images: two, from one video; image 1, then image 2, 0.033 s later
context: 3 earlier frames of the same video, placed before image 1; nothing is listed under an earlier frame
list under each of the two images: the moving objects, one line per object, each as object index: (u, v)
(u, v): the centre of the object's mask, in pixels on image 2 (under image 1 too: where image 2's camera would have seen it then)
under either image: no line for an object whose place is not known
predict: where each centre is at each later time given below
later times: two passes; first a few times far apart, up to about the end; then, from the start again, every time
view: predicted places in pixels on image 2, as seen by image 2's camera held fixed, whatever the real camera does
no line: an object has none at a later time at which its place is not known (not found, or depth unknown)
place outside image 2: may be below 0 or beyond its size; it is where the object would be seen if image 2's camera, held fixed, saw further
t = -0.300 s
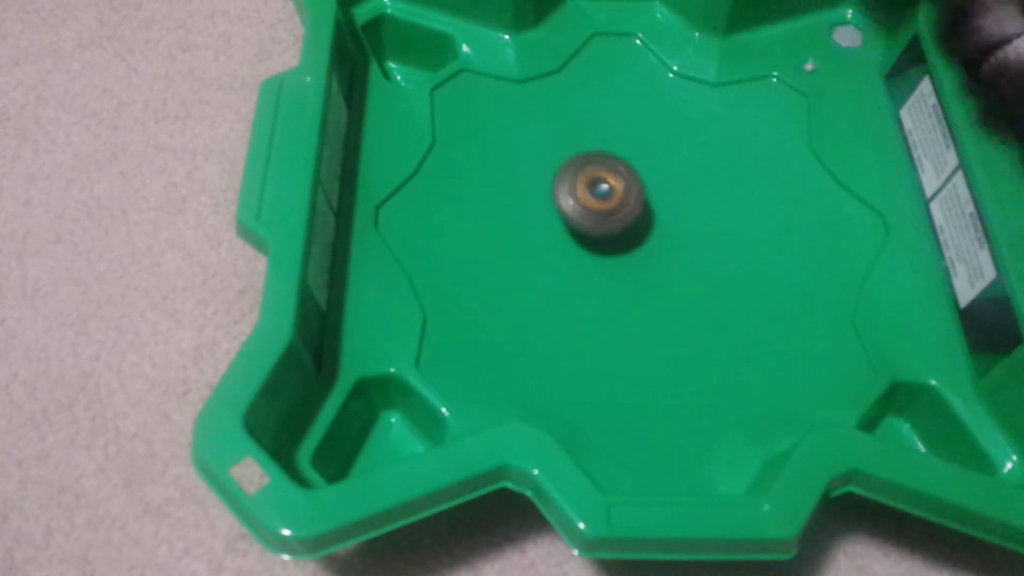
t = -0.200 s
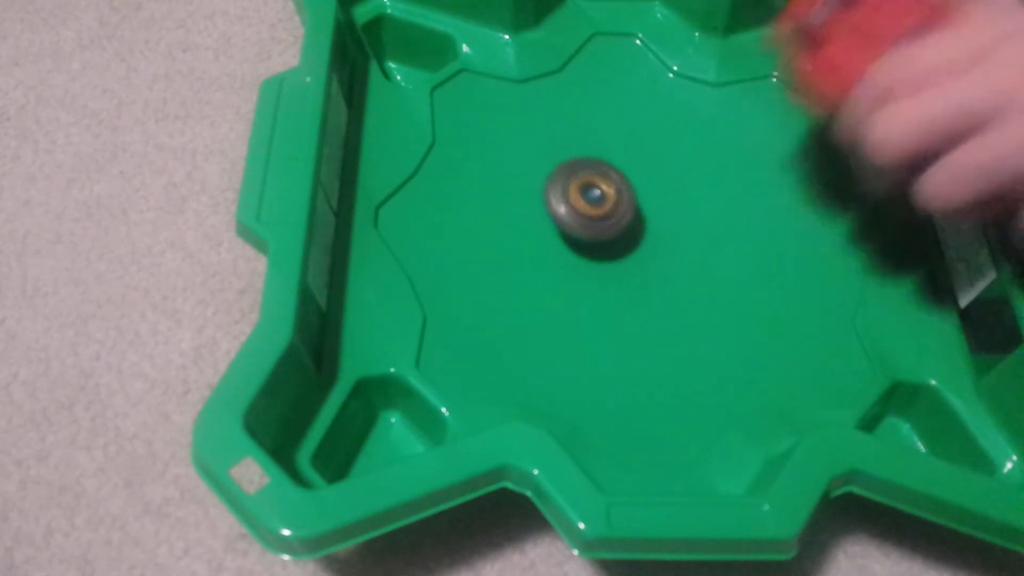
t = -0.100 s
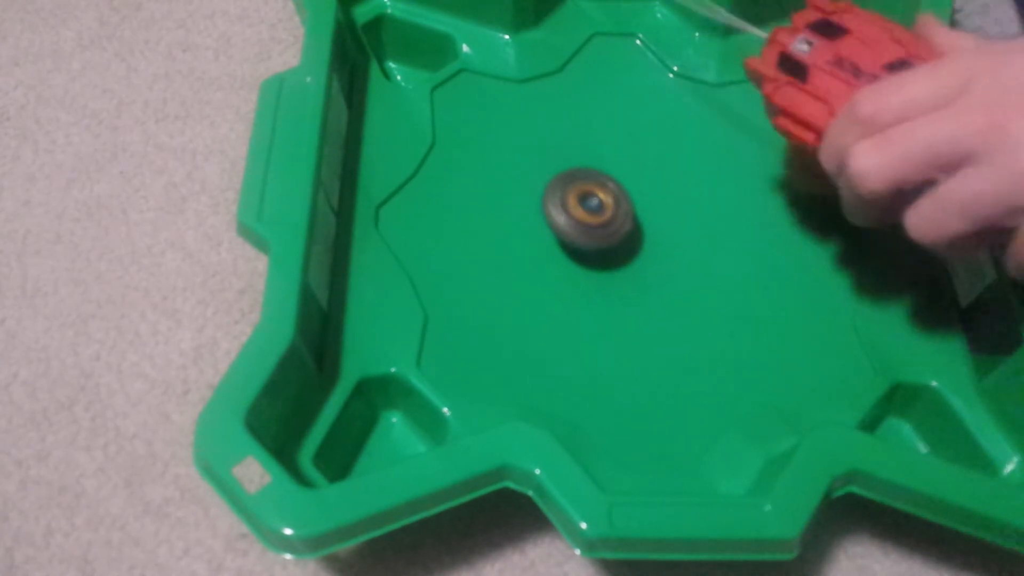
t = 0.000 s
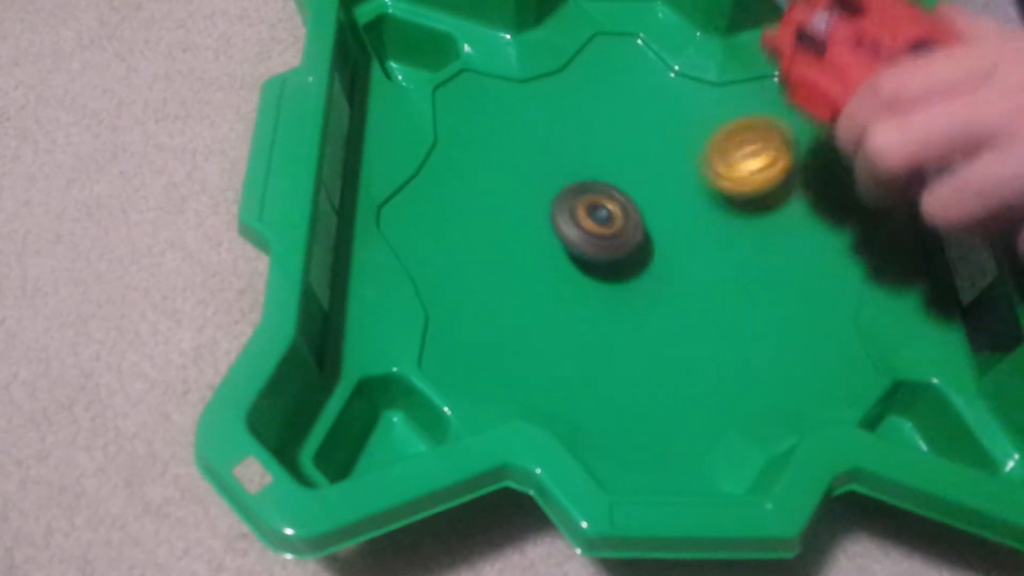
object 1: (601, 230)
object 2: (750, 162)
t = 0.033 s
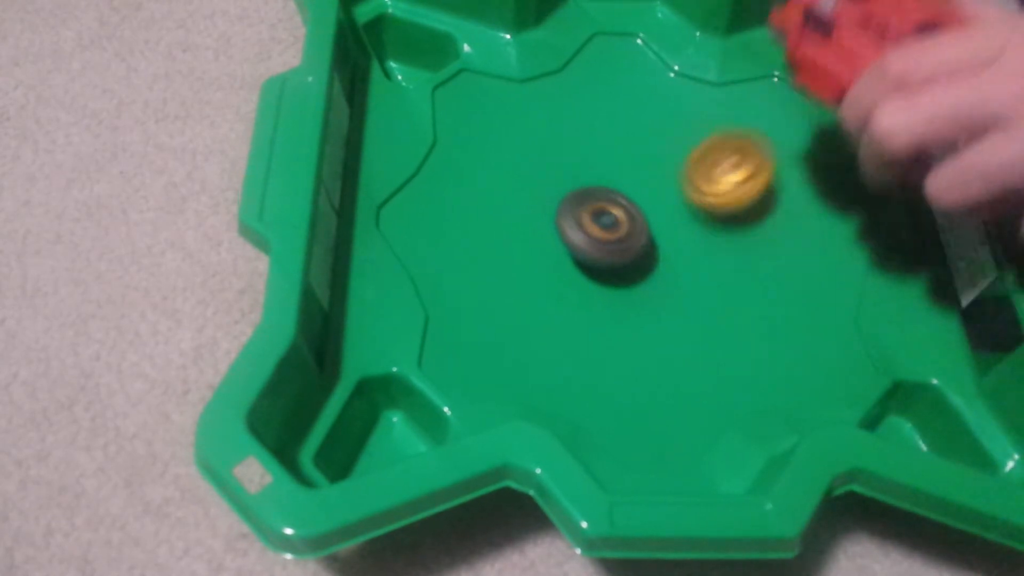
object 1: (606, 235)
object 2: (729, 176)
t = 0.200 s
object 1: (568, 230)
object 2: (791, 329)
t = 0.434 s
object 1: (575, 222)
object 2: (852, 349)
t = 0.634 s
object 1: (604, 219)
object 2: (829, 366)
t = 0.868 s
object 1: (641, 208)
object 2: (664, 355)
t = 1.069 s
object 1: (664, 196)
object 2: (610, 362)
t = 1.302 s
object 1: (669, 190)
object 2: (530, 267)
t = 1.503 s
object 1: (662, 196)
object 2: (415, 224)
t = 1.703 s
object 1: (653, 214)
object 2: (505, 219)
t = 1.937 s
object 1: (651, 241)
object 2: (539, 111)
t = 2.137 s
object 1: (658, 255)
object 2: (529, 98)
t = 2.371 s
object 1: (665, 256)
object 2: (664, 153)
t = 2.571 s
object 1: (661, 245)
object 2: (763, 119)
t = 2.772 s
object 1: (646, 230)
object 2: (730, 127)
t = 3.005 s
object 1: (535, 263)
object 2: (798, 173)
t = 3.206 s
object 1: (503, 283)
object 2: (780, 148)
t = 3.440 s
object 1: (559, 296)
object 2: (689, 257)
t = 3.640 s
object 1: (504, 254)
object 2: (807, 336)
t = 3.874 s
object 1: (505, 206)
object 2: (804, 295)
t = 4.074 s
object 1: (540, 192)
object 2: (693, 267)
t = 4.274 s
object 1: (582, 184)
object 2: (569, 259)
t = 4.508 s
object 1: (631, 174)
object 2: (492, 274)
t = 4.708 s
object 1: (662, 163)
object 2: (553, 257)
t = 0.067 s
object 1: (611, 239)
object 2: (716, 198)
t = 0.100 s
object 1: (613, 241)
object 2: (712, 231)
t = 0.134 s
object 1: (595, 237)
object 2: (735, 271)
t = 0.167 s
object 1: (579, 233)
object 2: (761, 302)
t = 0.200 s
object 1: (568, 230)
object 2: (791, 329)
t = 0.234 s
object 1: (563, 227)
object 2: (828, 352)
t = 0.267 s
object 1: (561, 224)
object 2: (854, 363)
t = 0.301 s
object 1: (561, 222)
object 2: (850, 348)
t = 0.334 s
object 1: (564, 222)
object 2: (848, 340)
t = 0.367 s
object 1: (567, 222)
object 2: (848, 335)
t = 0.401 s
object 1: (571, 222)
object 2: (849, 340)
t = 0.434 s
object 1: (575, 222)
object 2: (852, 349)
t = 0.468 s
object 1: (579, 221)
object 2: (855, 359)
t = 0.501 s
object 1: (584, 221)
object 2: (849, 360)
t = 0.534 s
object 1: (588, 221)
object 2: (841, 360)
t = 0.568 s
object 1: (593, 220)
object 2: (835, 365)
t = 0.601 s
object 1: (599, 219)
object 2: (829, 370)
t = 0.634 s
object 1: (604, 219)
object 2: (829, 366)
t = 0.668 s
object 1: (609, 218)
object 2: (821, 360)
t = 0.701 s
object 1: (614, 217)
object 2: (804, 357)
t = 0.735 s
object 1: (620, 215)
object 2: (782, 355)
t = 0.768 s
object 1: (625, 214)
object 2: (755, 353)
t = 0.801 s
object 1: (630, 212)
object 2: (724, 353)
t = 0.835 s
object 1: (635, 210)
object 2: (696, 353)
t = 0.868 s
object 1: (641, 208)
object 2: (664, 355)
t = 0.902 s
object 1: (645, 206)
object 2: (636, 358)
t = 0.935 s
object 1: (649, 204)
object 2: (611, 364)
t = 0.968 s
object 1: (654, 202)
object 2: (590, 370)
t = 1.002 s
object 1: (657, 200)
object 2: (574, 378)
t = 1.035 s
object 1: (662, 198)
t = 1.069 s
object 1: (664, 196)
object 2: (610, 362)
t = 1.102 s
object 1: (666, 195)
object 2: (619, 350)
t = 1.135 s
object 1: (667, 194)
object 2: (620, 339)
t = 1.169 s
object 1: (668, 192)
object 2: (612, 328)
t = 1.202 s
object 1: (669, 191)
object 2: (597, 314)
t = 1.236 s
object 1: (670, 190)
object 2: (576, 298)
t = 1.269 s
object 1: (669, 190)
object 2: (554, 281)
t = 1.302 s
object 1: (669, 190)
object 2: (530, 267)
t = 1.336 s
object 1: (669, 190)
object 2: (508, 254)
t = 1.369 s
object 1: (667, 190)
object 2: (484, 242)
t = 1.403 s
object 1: (666, 191)
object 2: (463, 233)
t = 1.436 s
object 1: (665, 192)
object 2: (442, 227)
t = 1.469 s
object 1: (663, 194)
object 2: (424, 222)
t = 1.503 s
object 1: (662, 196)
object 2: (415, 224)
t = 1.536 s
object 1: (661, 198)
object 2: (426, 233)
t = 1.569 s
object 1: (658, 201)
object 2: (449, 242)
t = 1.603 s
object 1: (657, 204)
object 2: (465, 243)
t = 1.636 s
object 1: (655, 207)
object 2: (479, 238)
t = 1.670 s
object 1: (654, 210)
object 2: (492, 229)
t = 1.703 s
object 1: (653, 214)
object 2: (505, 219)
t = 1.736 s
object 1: (652, 217)
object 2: (515, 204)
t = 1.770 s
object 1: (651, 221)
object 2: (525, 188)
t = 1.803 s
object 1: (651, 226)
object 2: (531, 173)
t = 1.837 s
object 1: (650, 230)
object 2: (535, 156)
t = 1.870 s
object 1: (650, 233)
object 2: (538, 139)
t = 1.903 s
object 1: (651, 237)
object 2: (540, 124)
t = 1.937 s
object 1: (651, 241)
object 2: (539, 111)
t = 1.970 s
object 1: (652, 244)
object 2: (537, 99)
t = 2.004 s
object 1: (653, 246)
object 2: (533, 91)
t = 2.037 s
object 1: (654, 249)
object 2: (530, 87)
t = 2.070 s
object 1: (655, 252)
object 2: (526, 86)
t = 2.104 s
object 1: (656, 254)
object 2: (525, 90)
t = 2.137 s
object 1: (658, 255)
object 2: (529, 98)
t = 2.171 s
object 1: (659, 257)
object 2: (538, 110)
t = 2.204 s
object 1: (660, 258)
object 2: (551, 120)
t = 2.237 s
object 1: (661, 258)
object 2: (570, 130)
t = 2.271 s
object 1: (662, 258)
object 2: (593, 141)
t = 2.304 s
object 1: (663, 258)
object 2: (615, 149)
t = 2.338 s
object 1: (664, 257)
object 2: (638, 152)
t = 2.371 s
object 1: (665, 256)
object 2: (664, 153)
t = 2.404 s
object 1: (664, 255)
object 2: (686, 152)
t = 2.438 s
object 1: (664, 254)
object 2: (706, 146)
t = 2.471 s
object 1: (664, 252)
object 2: (725, 141)
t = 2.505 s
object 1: (663, 250)
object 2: (742, 133)
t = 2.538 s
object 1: (662, 247)
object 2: (755, 127)
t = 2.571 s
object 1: (661, 245)
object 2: (763, 119)
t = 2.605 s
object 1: (659, 243)
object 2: (766, 112)
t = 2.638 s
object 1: (657, 240)
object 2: (764, 107)
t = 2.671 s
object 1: (654, 237)
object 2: (759, 106)
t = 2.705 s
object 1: (652, 235)
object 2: (750, 107)
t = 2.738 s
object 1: (649, 233)
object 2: (741, 115)
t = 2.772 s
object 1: (646, 230)
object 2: (730, 127)
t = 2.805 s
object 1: (643, 228)
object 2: (719, 141)
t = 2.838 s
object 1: (639, 227)
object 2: (713, 162)
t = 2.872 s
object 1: (626, 229)
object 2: (715, 177)
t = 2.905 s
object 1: (597, 240)
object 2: (739, 179)
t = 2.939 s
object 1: (571, 250)
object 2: (761, 179)
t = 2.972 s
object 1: (549, 257)
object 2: (781, 177)
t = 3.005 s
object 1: (535, 263)
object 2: (798, 173)
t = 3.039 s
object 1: (523, 266)
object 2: (812, 167)
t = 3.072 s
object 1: (515, 269)
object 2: (817, 158)
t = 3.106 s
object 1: (508, 272)
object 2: (816, 152)
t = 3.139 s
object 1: (504, 276)
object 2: (809, 145)
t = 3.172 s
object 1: (502, 279)
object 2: (796, 144)
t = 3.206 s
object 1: (503, 283)
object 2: (780, 148)
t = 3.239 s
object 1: (505, 286)
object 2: (765, 160)
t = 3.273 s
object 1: (510, 289)
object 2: (749, 172)
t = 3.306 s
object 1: (517, 292)
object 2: (734, 188)
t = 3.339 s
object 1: (525, 294)
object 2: (720, 204)
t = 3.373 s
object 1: (536, 296)
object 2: (708, 222)
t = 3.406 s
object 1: (547, 297)
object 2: (699, 241)
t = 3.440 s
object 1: (559, 296)
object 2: (689, 257)
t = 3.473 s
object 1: (571, 294)
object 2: (683, 274)
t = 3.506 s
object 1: (573, 292)
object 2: (690, 294)
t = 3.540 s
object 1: (550, 281)
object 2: (726, 314)
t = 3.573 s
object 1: (529, 271)
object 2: (756, 326)
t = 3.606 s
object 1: (513, 263)
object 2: (782, 332)
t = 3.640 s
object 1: (504, 254)
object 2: (807, 336)
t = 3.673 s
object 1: (499, 246)
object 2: (832, 337)
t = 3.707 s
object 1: (497, 238)
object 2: (854, 333)
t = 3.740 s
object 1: (495, 230)
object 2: (864, 328)
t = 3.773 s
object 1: (495, 223)
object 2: (845, 320)
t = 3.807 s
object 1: (497, 217)
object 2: (828, 311)
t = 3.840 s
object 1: (500, 211)
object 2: (815, 303)
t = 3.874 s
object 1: (505, 206)
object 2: (804, 295)
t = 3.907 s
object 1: (509, 202)
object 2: (793, 289)
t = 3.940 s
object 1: (515, 199)
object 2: (776, 284)
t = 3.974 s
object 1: (520, 196)
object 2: (756, 278)
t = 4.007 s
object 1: (527, 194)
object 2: (734, 274)
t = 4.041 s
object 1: (534, 193)
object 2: (713, 271)
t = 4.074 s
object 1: (540, 192)
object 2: (693, 267)
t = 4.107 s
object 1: (547, 191)
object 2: (673, 264)
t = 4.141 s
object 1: (554, 190)
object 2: (652, 262)
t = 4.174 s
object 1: (560, 189)
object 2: (630, 261)
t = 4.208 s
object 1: (566, 185)
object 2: (609, 260)
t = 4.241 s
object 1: (573, 183)
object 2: (588, 259)
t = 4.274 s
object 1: (582, 184)
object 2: (569, 259)
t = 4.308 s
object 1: (589, 185)
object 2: (551, 260)
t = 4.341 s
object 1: (596, 184)
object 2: (534, 261)
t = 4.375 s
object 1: (604, 182)
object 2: (519, 260)
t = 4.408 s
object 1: (611, 181)
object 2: (508, 264)
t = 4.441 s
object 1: (618, 178)
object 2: (497, 266)
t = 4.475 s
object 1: (625, 176)
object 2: (492, 270)
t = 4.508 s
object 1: (631, 174)
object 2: (492, 274)
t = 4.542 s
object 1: (638, 172)
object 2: (495, 275)
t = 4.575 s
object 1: (643, 169)
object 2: (504, 277)
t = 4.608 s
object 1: (649, 167)
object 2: (515, 274)
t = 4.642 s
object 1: (654, 166)
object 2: (527, 271)
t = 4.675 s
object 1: (658, 164)
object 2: (540, 265)
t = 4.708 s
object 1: (662, 163)
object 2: (553, 257)
